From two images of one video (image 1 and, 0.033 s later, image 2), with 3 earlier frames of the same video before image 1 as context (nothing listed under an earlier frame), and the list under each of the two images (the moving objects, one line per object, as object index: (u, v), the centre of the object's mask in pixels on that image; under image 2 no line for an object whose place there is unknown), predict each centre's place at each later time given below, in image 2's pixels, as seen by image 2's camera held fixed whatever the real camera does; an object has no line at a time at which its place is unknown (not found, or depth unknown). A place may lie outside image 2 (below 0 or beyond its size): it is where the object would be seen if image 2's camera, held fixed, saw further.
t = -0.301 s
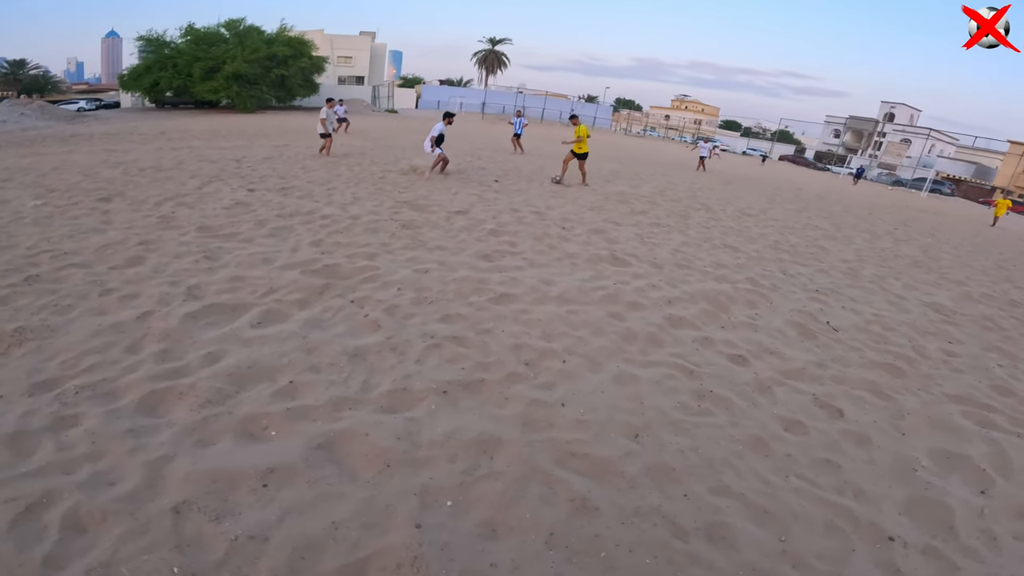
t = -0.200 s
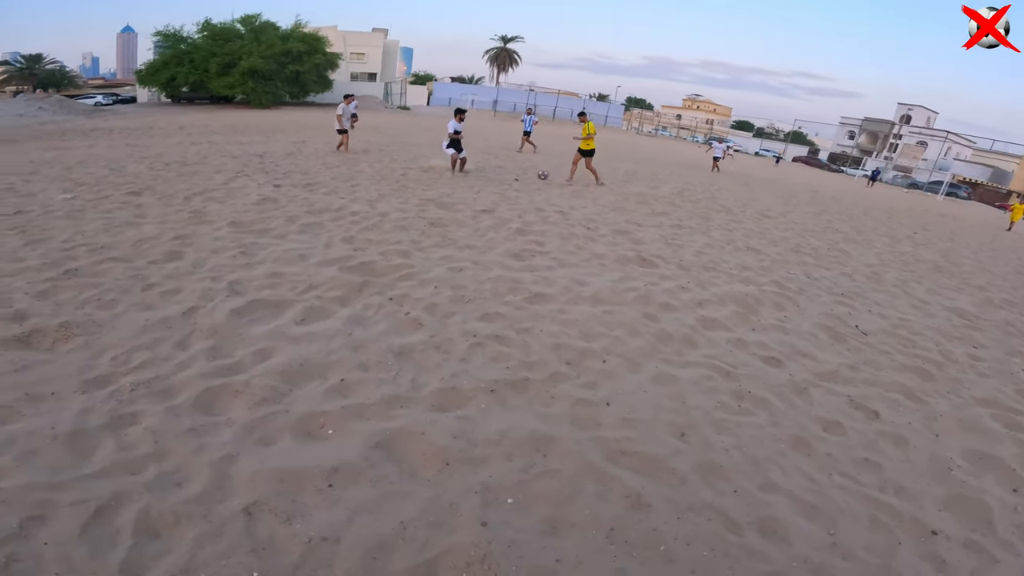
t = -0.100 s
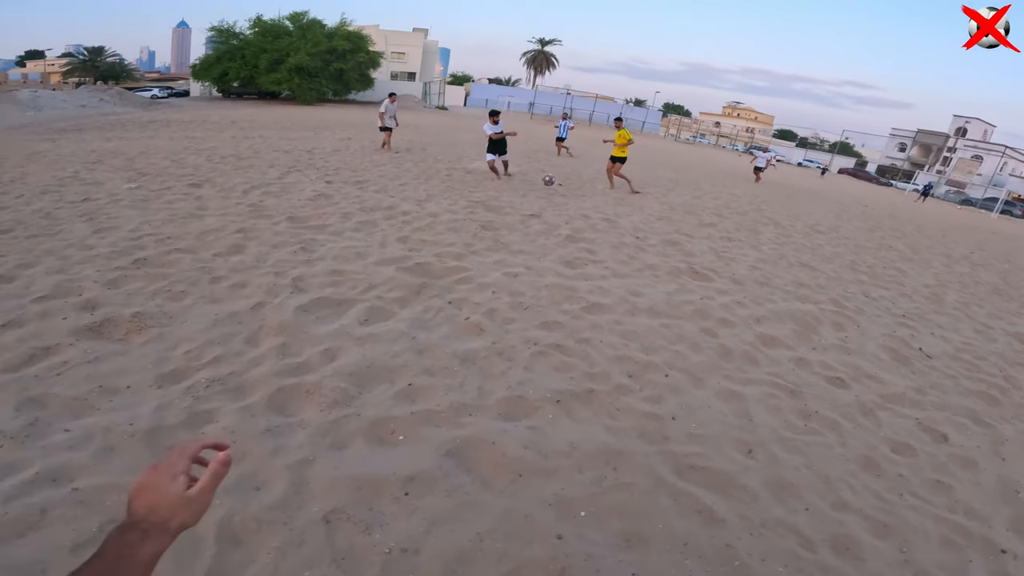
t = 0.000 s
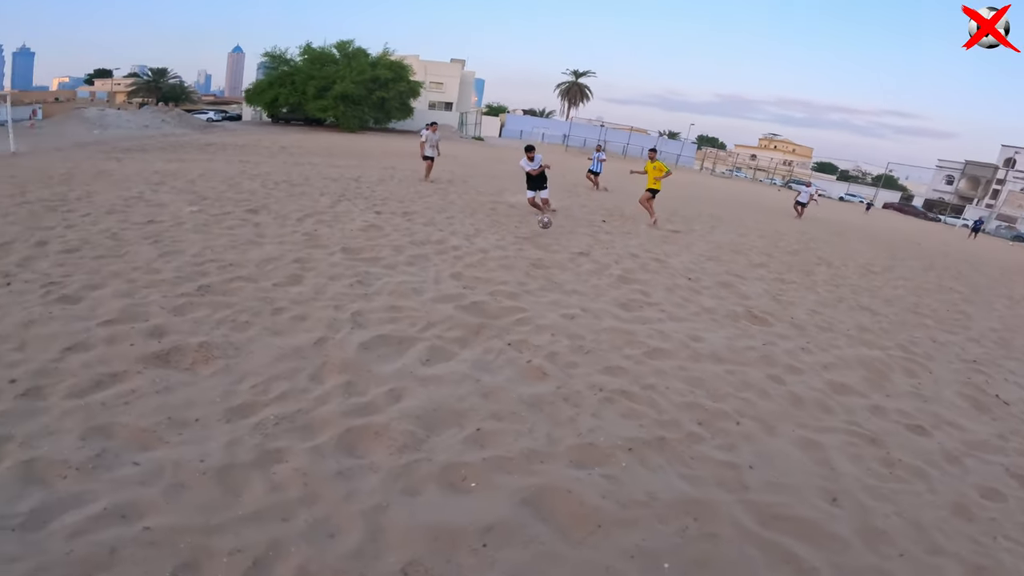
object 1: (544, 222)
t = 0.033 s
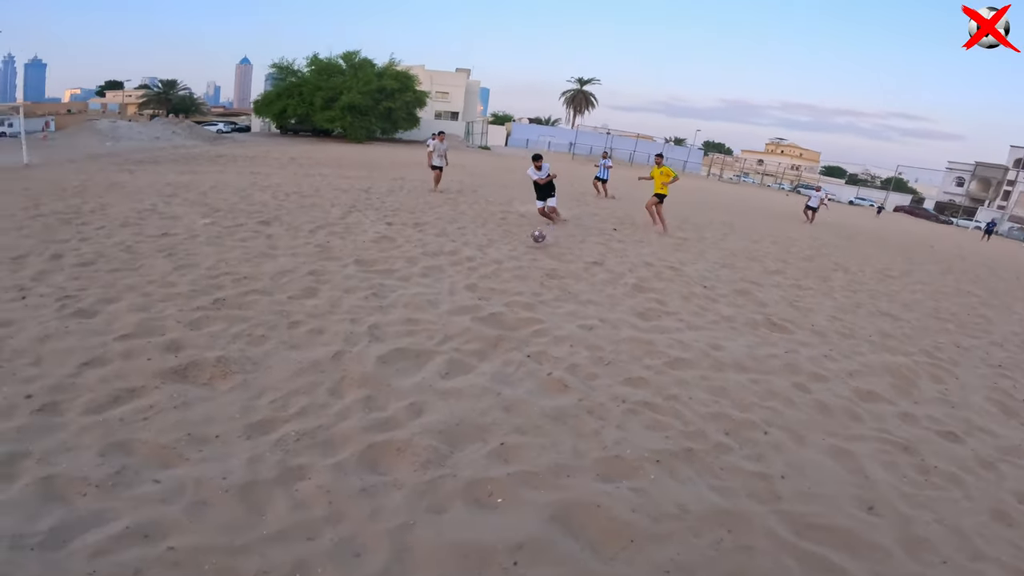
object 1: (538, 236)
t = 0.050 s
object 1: (528, 237)
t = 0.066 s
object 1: (518, 240)
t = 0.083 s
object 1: (507, 242)
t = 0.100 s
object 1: (497, 246)
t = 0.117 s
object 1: (487, 247)
